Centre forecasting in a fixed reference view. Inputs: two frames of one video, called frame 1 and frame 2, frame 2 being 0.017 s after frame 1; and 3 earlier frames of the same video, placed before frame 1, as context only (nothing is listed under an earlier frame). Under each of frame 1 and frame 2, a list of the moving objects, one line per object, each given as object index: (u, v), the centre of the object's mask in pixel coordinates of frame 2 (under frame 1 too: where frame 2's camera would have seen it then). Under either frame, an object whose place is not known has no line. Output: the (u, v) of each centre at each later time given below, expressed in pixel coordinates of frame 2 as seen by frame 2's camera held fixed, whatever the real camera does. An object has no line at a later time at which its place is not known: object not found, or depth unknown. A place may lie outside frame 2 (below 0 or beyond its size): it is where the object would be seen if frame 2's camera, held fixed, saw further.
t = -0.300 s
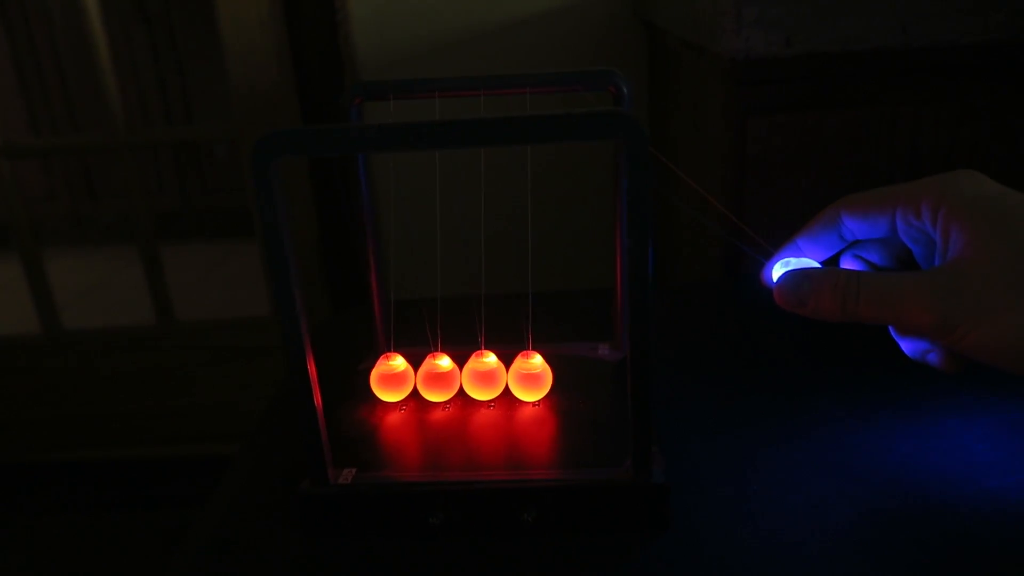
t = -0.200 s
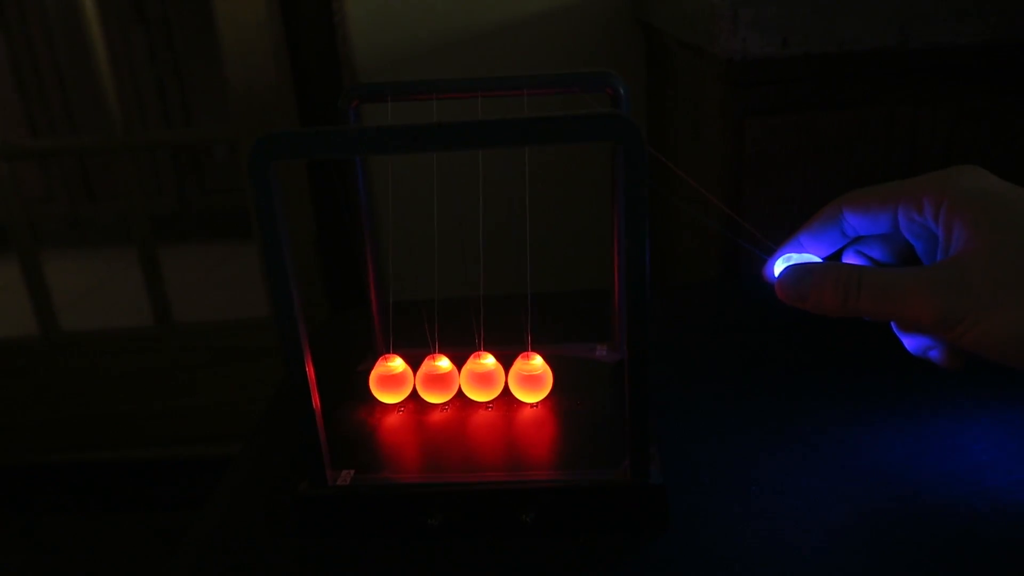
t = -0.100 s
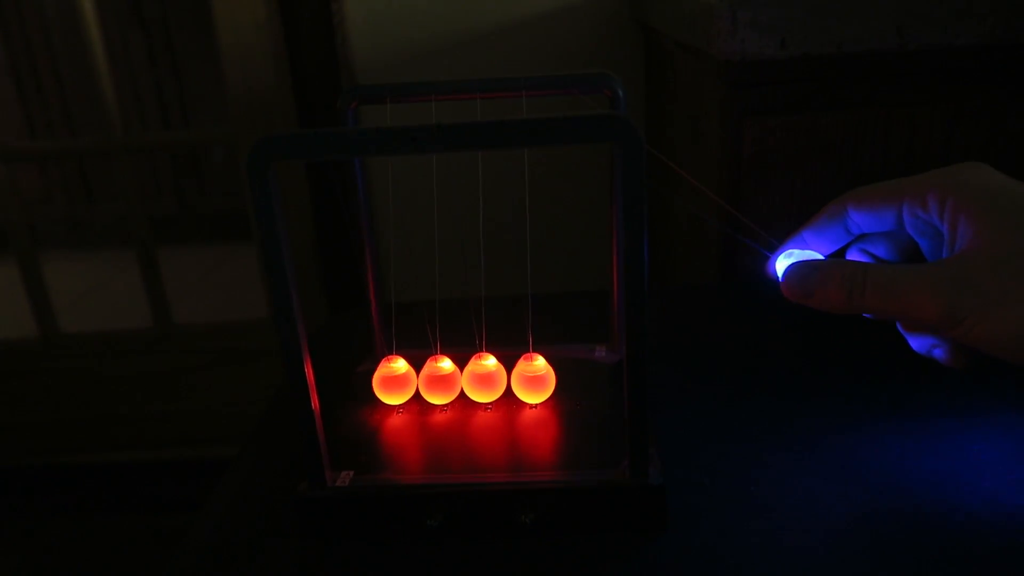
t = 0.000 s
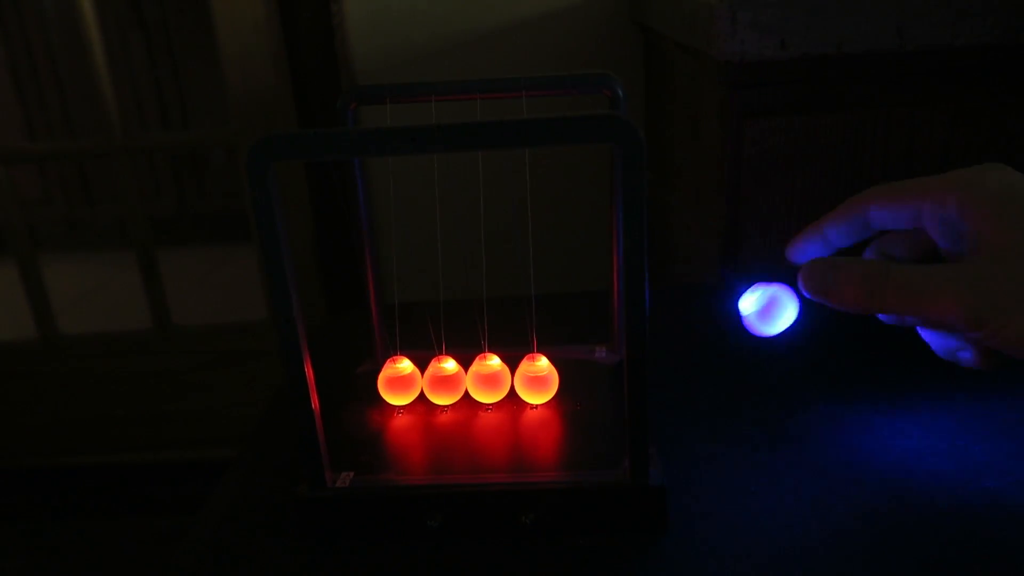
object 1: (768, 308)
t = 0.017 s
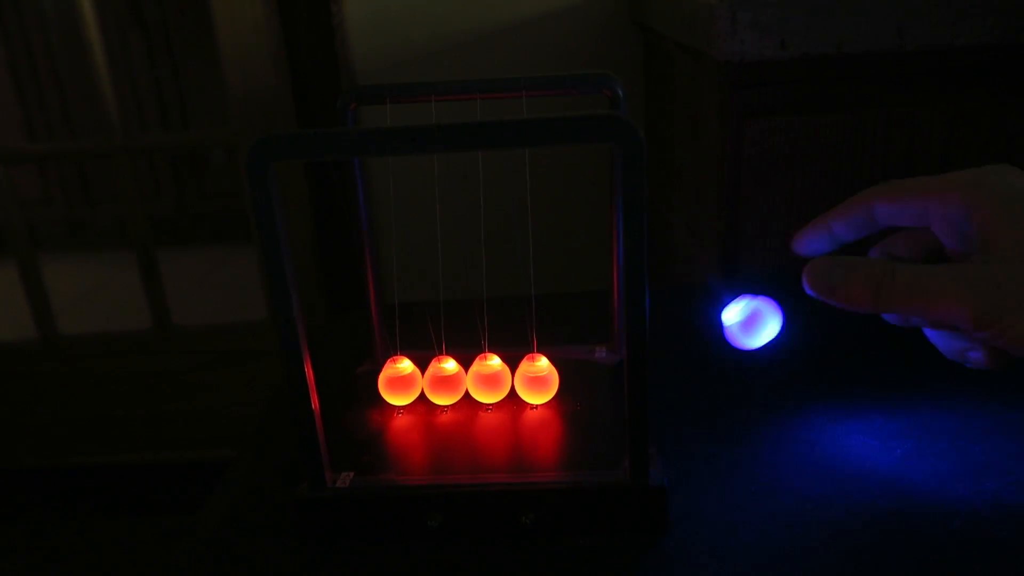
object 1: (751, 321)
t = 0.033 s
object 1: (731, 335)
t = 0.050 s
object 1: (708, 348)
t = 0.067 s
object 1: (681, 359)
